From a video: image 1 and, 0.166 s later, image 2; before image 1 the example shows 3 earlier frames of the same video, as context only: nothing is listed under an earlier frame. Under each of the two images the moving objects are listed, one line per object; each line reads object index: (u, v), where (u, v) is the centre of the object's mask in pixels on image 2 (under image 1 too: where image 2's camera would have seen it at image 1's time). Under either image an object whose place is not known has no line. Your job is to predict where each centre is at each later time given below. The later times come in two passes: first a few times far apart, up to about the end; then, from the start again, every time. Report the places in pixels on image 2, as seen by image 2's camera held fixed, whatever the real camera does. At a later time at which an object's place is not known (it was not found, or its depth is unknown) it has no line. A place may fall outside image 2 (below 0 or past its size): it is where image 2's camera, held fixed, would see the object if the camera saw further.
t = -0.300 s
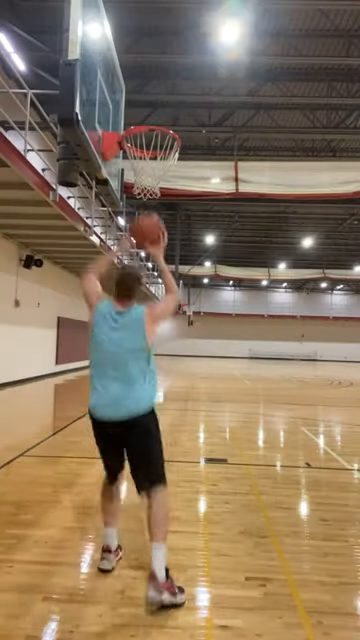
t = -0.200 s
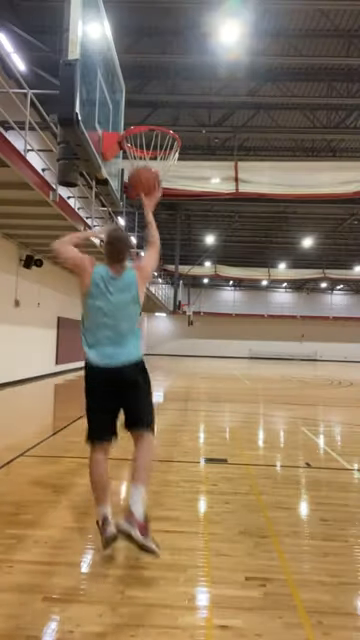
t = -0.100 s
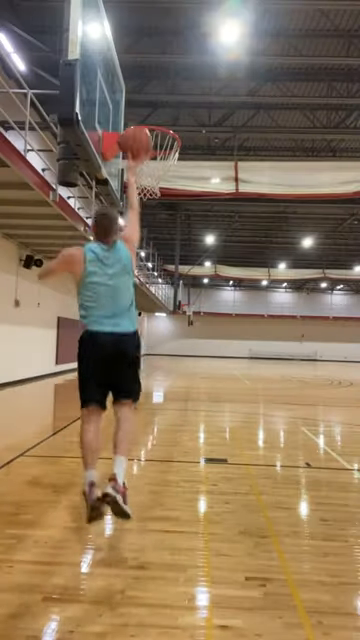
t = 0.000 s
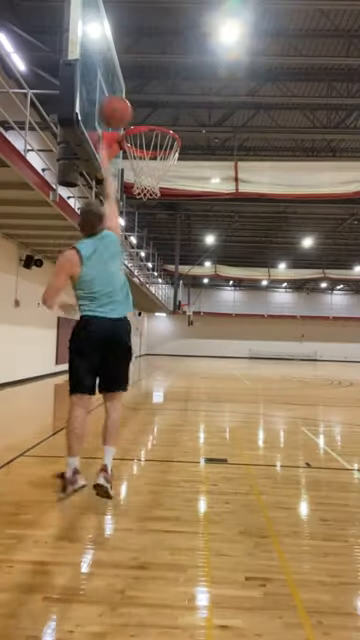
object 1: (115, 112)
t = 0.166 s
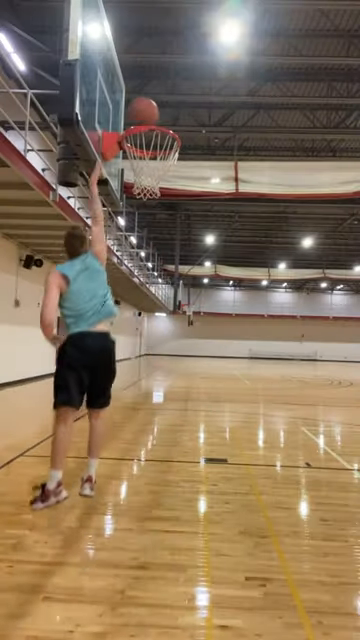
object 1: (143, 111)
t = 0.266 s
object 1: (165, 125)
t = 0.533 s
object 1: (146, 181)
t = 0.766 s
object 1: (132, 219)
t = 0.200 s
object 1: (150, 115)
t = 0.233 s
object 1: (158, 119)
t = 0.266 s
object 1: (165, 125)
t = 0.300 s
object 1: (163, 128)
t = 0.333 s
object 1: (162, 136)
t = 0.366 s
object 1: (159, 151)
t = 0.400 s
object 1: (156, 159)
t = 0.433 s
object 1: (152, 171)
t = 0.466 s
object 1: (150, 175)
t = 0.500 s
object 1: (148, 179)
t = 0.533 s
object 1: (146, 181)
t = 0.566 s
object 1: (144, 183)
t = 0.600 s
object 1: (141, 184)
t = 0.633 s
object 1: (140, 190)
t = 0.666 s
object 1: (139, 195)
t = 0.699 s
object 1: (136, 202)
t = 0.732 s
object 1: (136, 210)
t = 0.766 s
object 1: (132, 219)
